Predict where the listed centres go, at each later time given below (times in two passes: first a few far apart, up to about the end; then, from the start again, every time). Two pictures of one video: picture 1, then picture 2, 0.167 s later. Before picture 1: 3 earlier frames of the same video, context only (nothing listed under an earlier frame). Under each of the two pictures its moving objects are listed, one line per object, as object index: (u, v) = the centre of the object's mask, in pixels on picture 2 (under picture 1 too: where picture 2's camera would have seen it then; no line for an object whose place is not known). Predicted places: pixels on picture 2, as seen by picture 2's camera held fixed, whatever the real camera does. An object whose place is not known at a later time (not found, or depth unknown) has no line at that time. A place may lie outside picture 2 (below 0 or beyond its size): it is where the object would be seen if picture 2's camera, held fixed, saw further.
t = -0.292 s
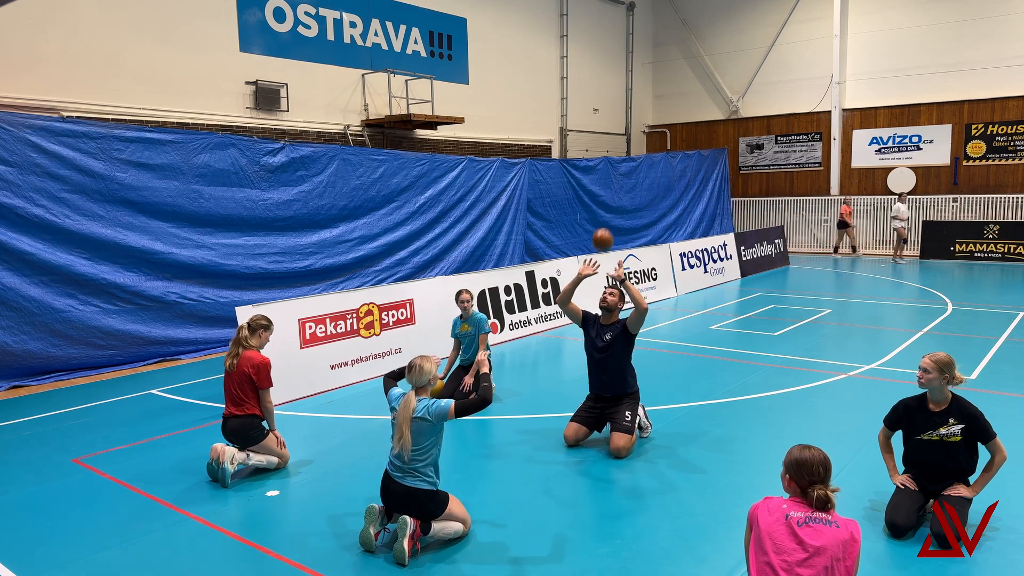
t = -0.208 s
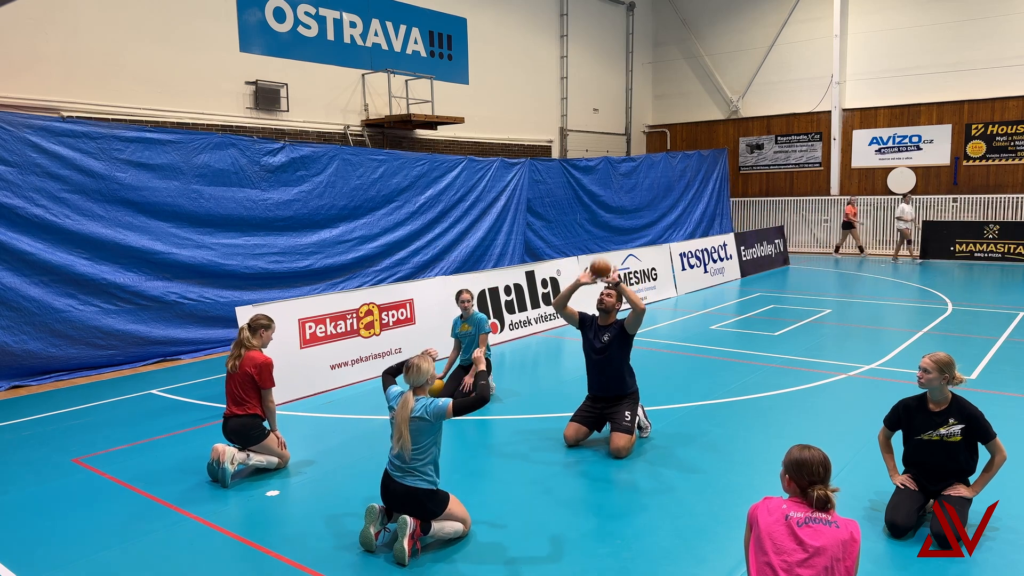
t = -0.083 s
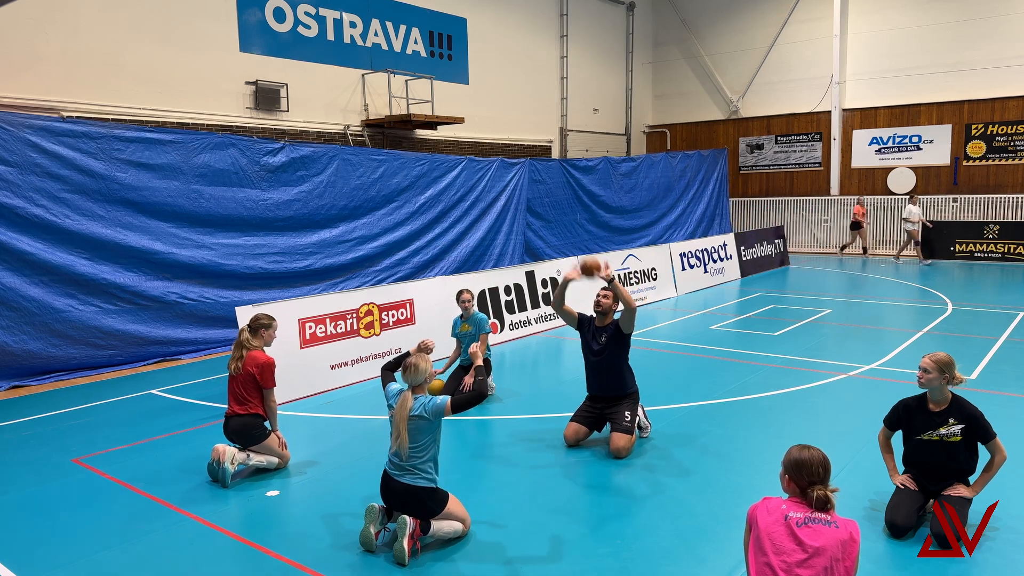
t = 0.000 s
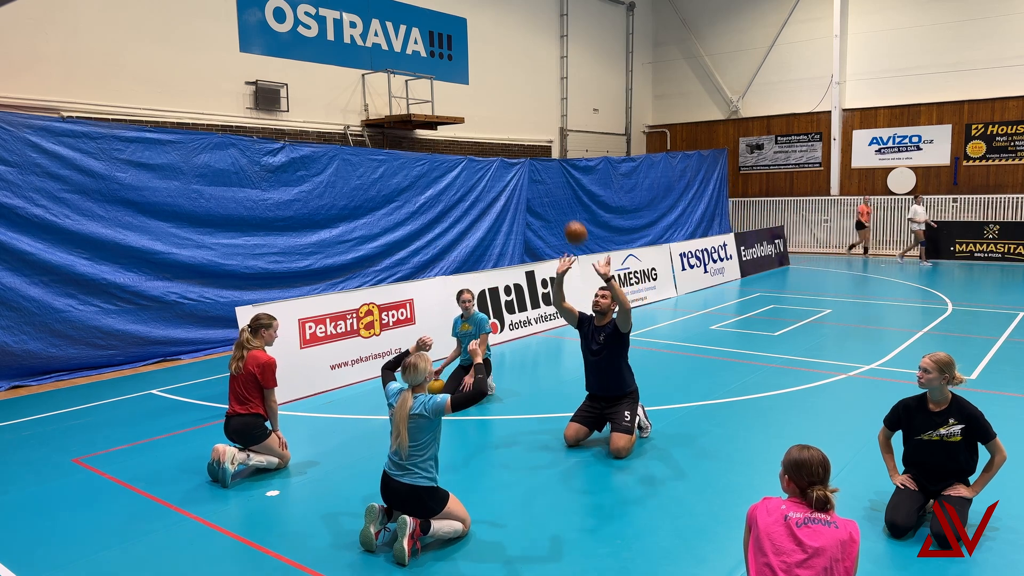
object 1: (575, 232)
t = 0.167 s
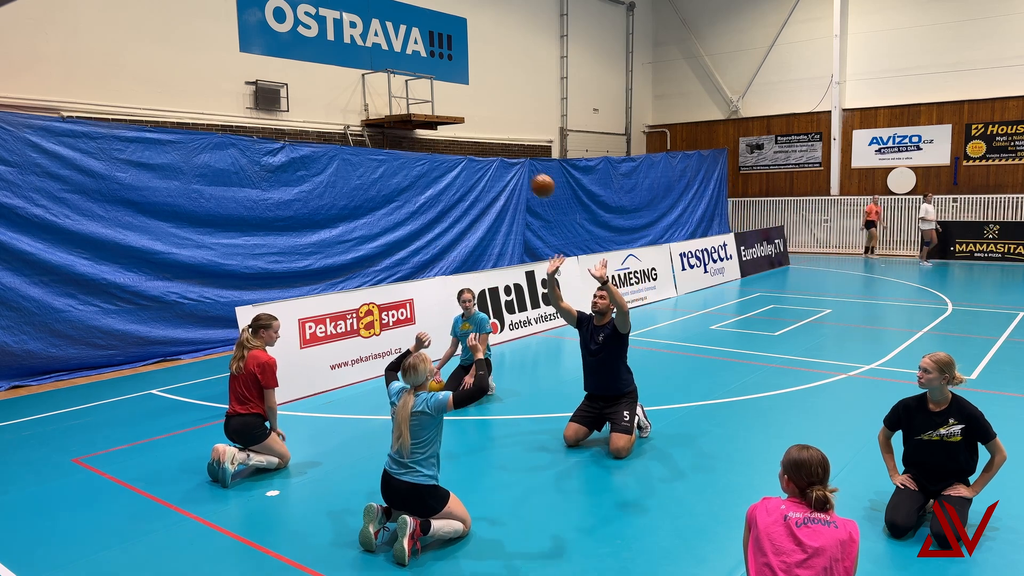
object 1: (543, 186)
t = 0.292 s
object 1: (516, 173)
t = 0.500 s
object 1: (468, 204)
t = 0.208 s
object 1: (534, 179)
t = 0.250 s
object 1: (525, 175)
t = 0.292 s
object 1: (516, 173)
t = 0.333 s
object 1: (507, 174)
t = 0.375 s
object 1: (497, 178)
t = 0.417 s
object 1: (487, 183)
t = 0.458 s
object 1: (478, 192)
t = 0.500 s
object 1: (468, 204)
